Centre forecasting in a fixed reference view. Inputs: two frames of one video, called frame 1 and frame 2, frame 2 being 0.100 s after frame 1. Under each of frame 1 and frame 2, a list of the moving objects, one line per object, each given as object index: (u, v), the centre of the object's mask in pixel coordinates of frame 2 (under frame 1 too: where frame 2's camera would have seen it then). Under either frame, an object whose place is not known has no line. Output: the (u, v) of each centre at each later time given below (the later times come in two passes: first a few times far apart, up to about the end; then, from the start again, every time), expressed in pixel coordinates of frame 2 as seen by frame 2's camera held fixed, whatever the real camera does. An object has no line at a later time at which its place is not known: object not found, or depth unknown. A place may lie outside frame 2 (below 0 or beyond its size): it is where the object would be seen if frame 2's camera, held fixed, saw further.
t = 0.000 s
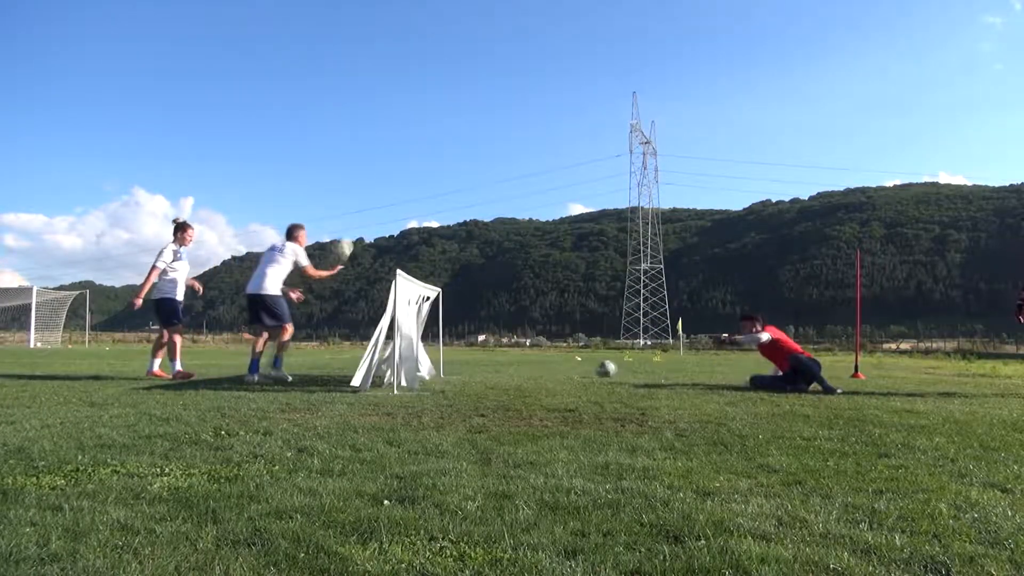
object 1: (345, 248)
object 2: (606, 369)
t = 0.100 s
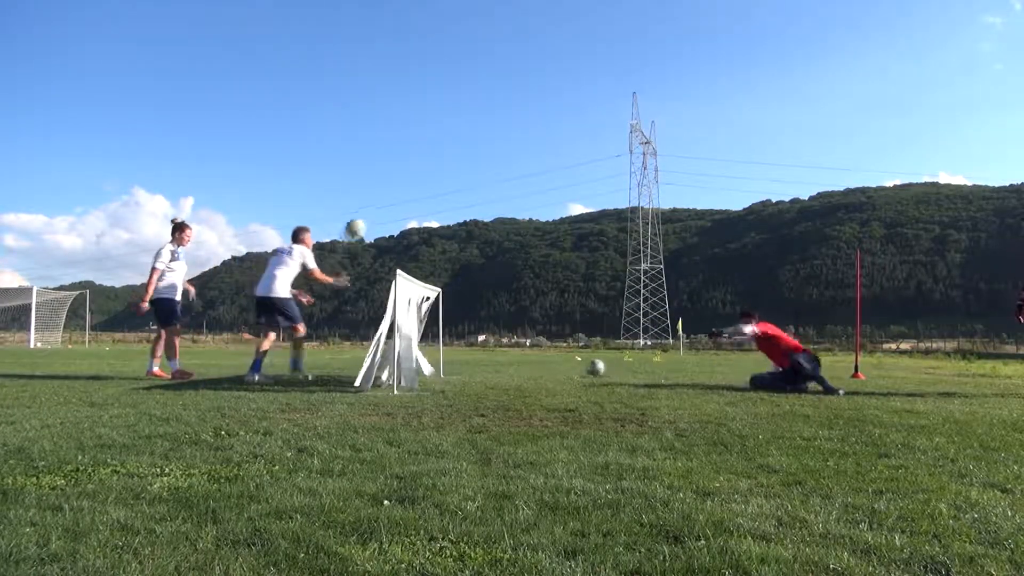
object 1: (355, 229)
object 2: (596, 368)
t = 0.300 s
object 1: (379, 207)
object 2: (577, 367)
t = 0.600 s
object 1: (411, 213)
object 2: (551, 366)
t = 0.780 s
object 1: (431, 235)
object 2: (539, 365)
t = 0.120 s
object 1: (357, 226)
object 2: (595, 368)
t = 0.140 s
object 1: (360, 223)
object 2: (593, 368)
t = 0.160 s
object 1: (362, 220)
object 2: (590, 367)
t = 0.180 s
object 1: (364, 218)
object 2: (587, 368)
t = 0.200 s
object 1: (366, 217)
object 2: (586, 368)
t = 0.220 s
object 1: (369, 214)
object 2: (584, 368)
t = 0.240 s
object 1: (372, 212)
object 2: (582, 368)
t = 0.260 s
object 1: (374, 210)
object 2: (580, 367)
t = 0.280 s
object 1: (377, 208)
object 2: (579, 367)
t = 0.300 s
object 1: (379, 207)
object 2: (577, 367)
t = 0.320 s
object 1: (381, 206)
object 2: (575, 367)
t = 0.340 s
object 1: (384, 205)
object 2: (572, 367)
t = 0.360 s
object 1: (386, 205)
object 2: (571, 367)
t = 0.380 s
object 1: (388, 205)
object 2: (570, 367)
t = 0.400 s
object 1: (390, 204)
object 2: (568, 367)
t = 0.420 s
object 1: (392, 204)
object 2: (566, 367)
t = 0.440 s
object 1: (395, 204)
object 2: (564, 366)
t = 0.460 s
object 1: (397, 205)
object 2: (563, 366)
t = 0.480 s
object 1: (399, 205)
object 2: (562, 366)
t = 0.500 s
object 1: (401, 206)
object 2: (559, 366)
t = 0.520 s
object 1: (404, 207)
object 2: (557, 366)
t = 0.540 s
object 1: (405, 209)
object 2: (556, 367)
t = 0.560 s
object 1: (407, 209)
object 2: (554, 366)
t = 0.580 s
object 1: (408, 210)
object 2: (554, 366)
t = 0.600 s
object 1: (411, 213)
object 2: (551, 366)
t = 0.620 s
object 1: (413, 215)
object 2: (550, 366)
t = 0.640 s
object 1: (414, 216)
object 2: (549, 366)
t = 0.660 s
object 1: (415, 218)
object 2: (549, 366)
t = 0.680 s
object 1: (417, 221)
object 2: (546, 366)
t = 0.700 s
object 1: (419, 223)
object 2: (545, 366)
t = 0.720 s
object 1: (421, 226)
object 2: (543, 366)
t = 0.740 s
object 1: (425, 229)
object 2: (542, 366)
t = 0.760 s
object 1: (426, 230)
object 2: (540, 365)
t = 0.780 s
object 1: (431, 235)
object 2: (539, 365)
